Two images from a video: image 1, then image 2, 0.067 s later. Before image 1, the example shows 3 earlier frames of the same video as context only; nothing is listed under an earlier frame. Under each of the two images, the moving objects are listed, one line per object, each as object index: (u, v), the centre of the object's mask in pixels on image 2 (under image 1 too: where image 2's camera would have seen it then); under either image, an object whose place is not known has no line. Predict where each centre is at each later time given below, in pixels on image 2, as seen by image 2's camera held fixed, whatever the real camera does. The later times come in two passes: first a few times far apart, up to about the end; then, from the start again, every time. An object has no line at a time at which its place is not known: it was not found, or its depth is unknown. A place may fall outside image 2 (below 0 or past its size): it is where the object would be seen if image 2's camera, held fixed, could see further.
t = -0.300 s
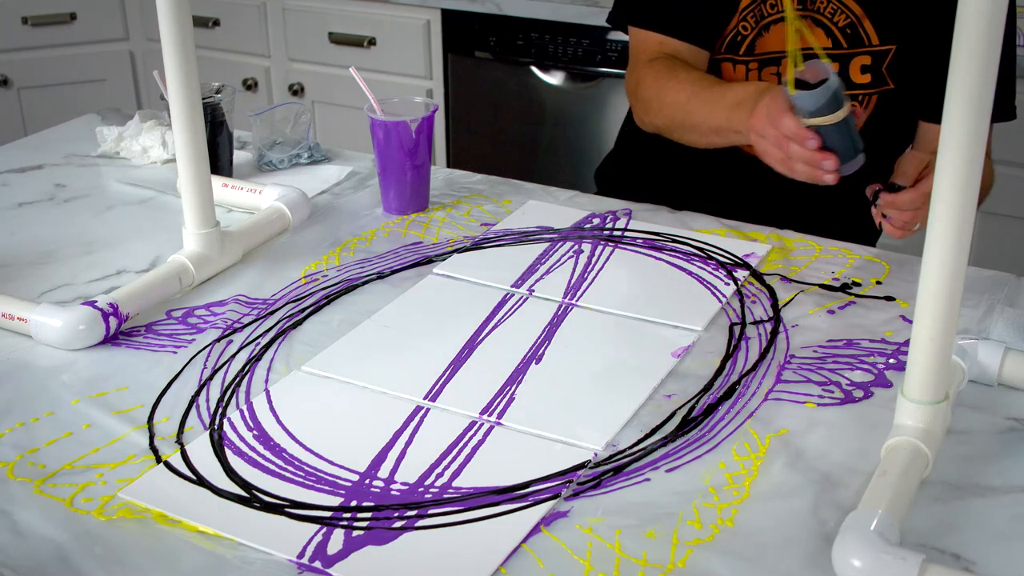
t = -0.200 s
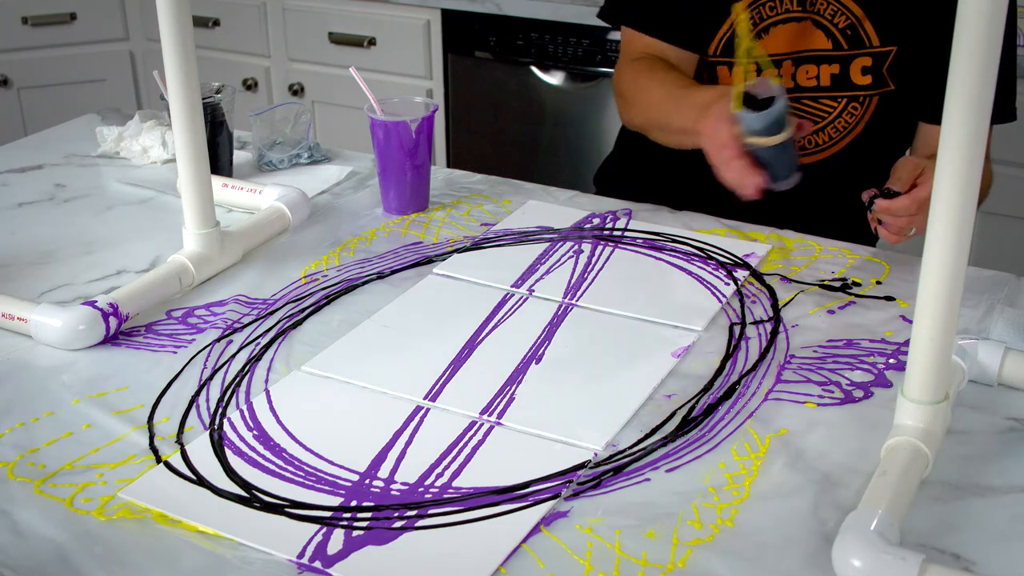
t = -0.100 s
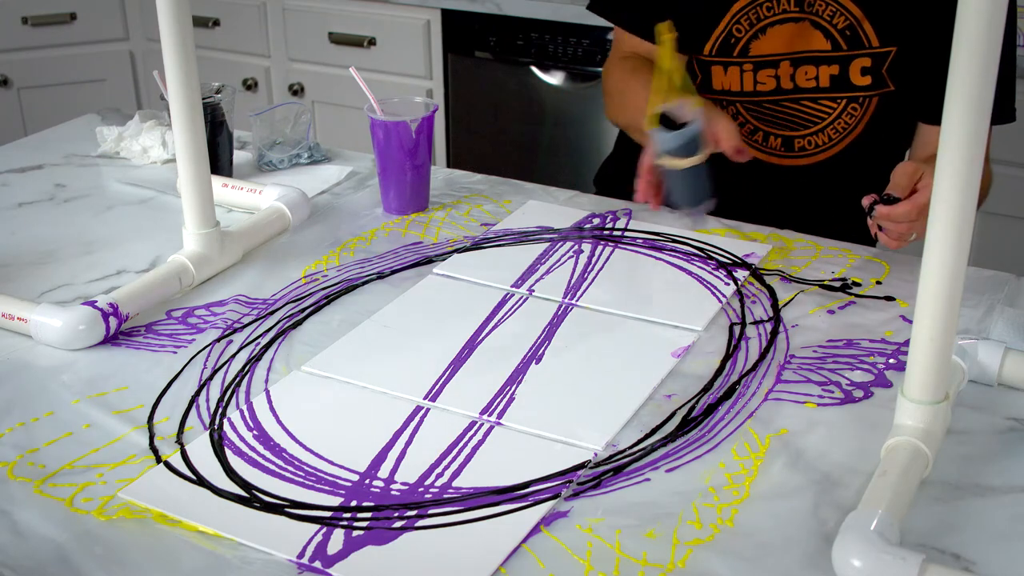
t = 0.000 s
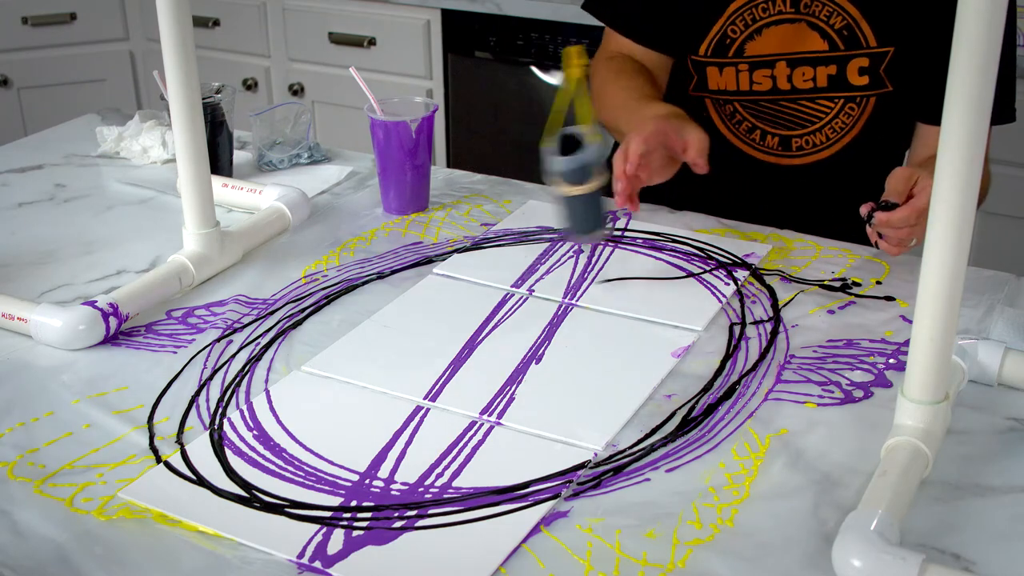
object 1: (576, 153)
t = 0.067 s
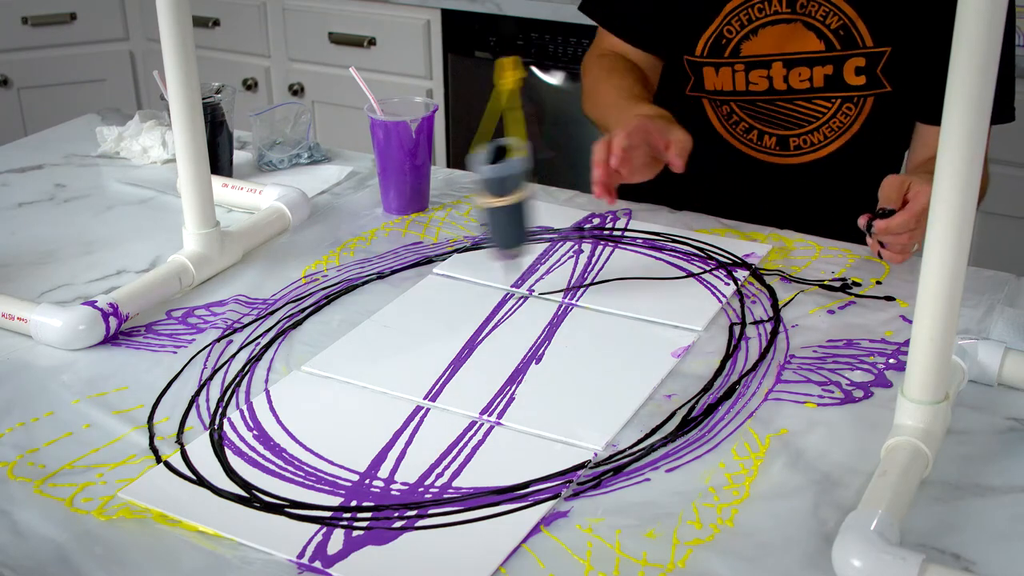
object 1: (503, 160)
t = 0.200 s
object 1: (352, 193)
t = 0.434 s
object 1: (144, 211)
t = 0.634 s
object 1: (122, 227)
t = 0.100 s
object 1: (467, 168)
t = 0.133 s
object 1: (430, 181)
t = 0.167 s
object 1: (391, 203)
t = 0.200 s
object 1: (352, 193)
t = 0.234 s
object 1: (319, 189)
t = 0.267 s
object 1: (282, 191)
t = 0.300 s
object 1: (248, 205)
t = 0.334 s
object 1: (221, 190)
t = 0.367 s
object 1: (193, 193)
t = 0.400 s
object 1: (166, 205)
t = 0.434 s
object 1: (144, 211)
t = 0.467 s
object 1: (132, 198)
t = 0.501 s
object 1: (121, 204)
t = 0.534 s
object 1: (109, 221)
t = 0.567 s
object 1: (110, 219)
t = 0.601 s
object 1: (114, 224)
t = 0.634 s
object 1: (122, 227)
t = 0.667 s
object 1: (140, 227)
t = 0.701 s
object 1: (158, 243)
